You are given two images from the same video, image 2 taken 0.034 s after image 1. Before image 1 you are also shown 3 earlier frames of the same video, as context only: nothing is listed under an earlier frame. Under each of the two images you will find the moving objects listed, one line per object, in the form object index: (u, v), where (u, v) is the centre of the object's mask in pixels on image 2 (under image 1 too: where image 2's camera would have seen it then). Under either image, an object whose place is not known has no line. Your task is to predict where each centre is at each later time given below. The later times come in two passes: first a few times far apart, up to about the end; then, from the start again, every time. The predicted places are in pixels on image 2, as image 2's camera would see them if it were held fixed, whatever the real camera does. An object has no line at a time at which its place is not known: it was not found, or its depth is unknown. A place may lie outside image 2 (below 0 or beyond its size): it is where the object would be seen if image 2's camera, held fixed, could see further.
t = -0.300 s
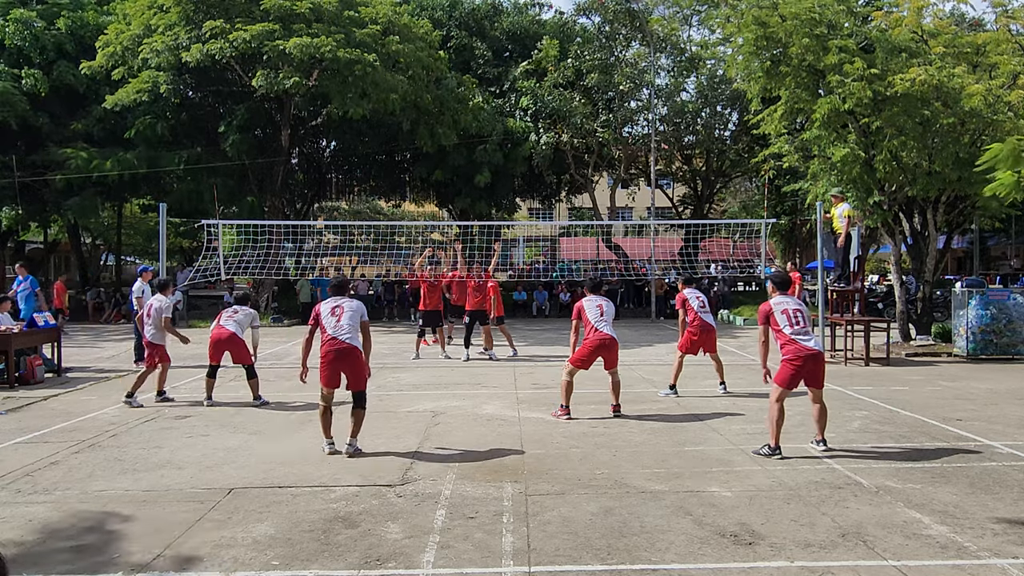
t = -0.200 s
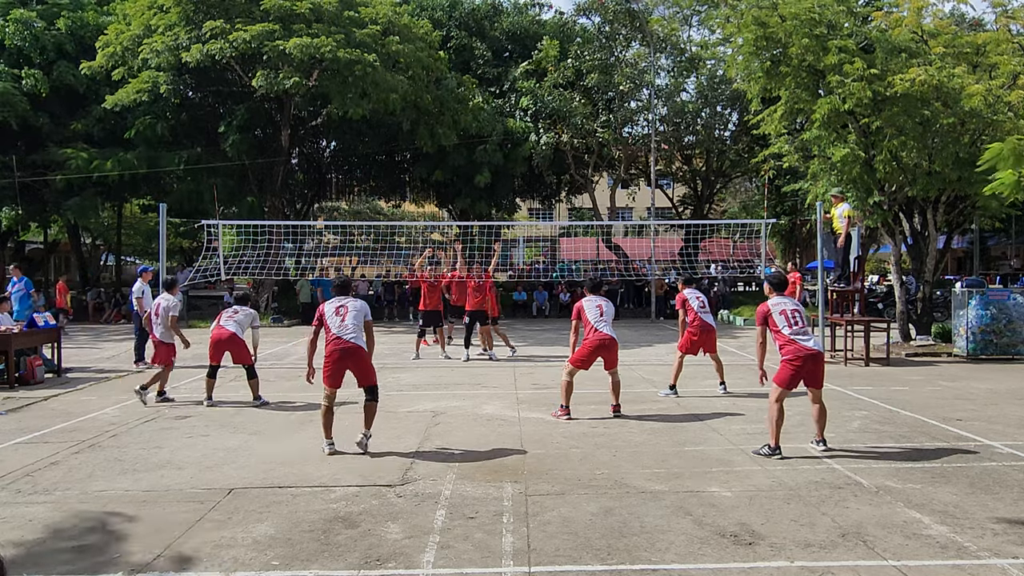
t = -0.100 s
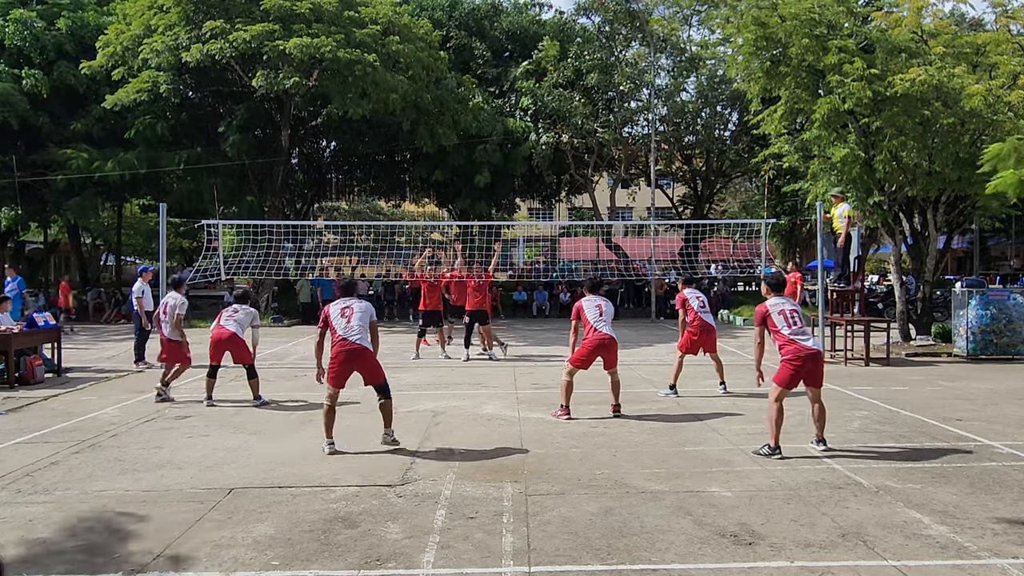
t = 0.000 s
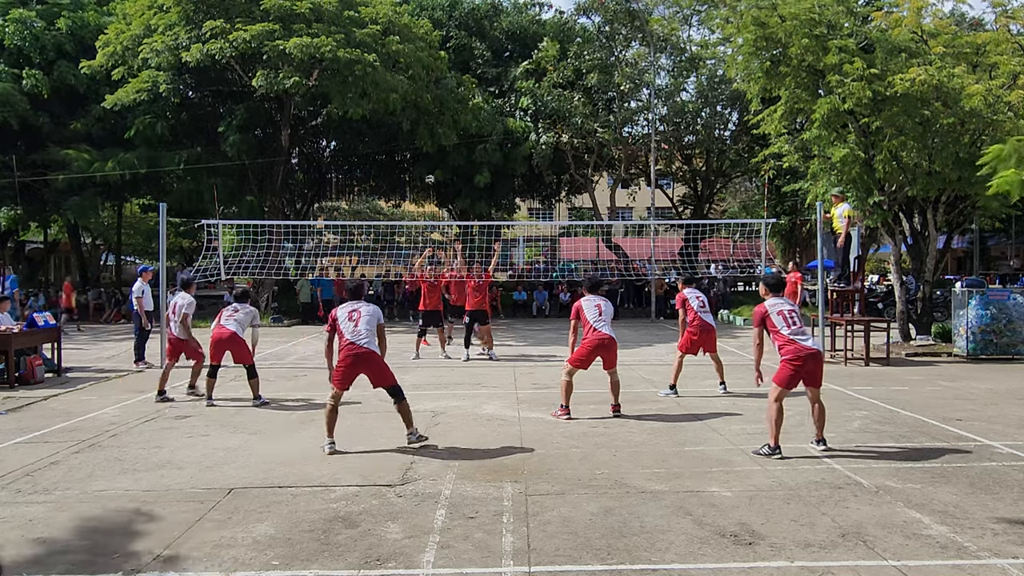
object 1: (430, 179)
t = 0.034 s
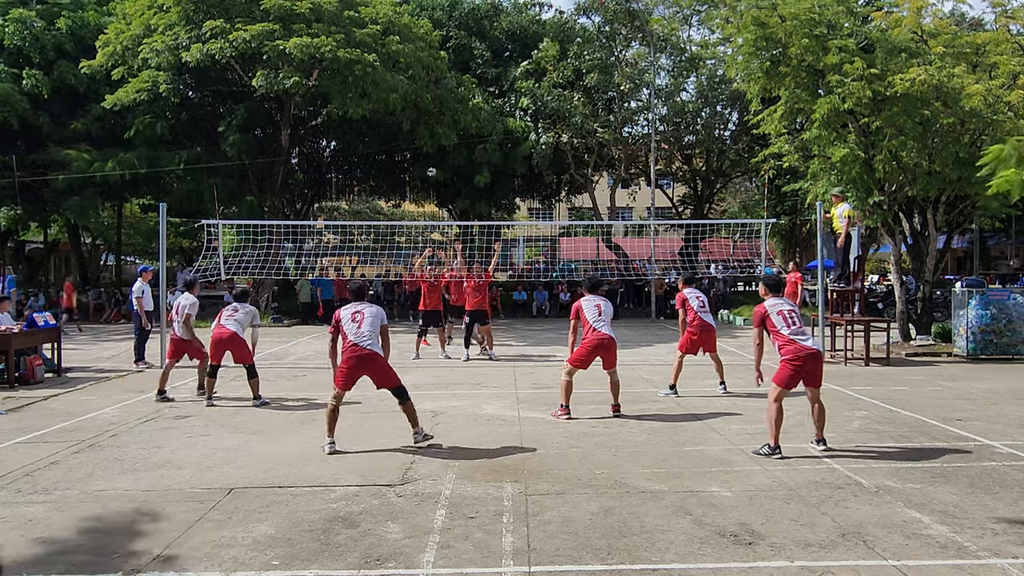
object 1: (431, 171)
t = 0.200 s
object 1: (439, 140)
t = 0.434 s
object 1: (449, 111)
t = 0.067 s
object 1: (433, 165)
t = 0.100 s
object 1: (434, 158)
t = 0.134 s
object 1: (436, 151)
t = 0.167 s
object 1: (437, 145)
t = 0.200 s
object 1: (439, 140)
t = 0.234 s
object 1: (441, 134)
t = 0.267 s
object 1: (442, 129)
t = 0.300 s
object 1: (443, 125)
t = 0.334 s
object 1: (445, 121)
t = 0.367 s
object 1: (446, 117)
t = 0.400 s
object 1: (448, 114)
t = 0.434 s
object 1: (449, 111)
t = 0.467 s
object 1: (451, 108)
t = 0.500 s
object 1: (452, 107)
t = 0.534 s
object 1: (454, 105)
